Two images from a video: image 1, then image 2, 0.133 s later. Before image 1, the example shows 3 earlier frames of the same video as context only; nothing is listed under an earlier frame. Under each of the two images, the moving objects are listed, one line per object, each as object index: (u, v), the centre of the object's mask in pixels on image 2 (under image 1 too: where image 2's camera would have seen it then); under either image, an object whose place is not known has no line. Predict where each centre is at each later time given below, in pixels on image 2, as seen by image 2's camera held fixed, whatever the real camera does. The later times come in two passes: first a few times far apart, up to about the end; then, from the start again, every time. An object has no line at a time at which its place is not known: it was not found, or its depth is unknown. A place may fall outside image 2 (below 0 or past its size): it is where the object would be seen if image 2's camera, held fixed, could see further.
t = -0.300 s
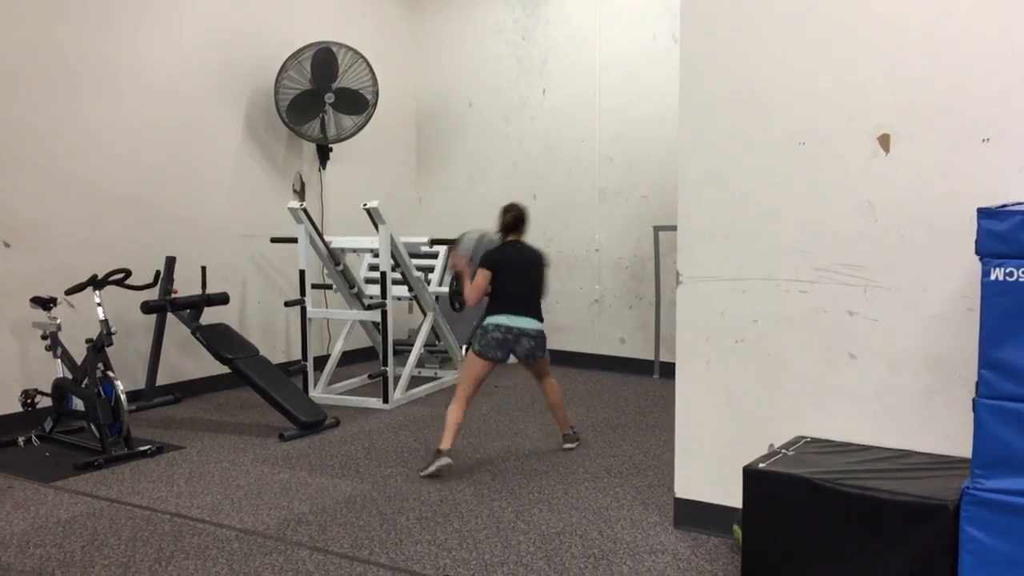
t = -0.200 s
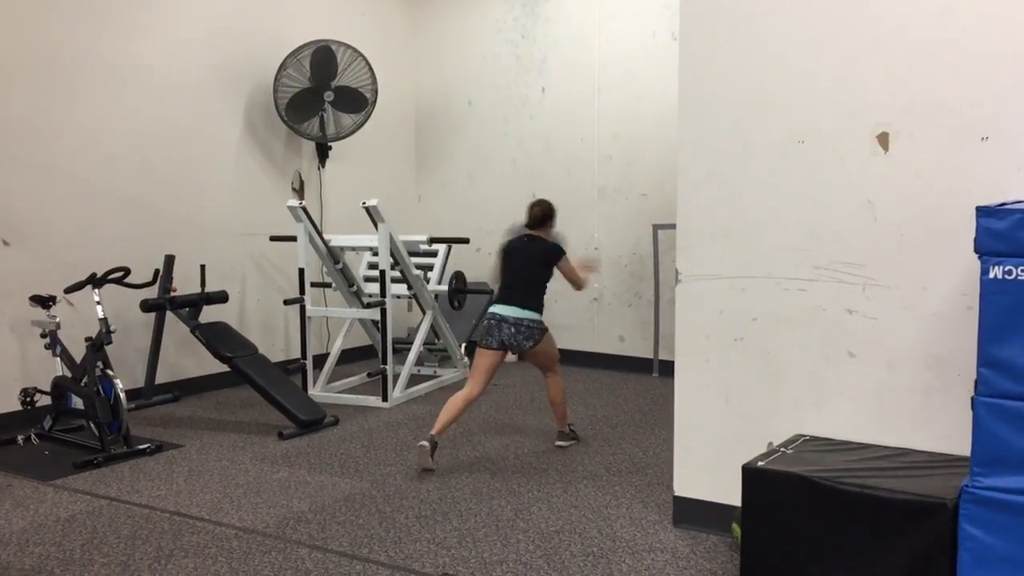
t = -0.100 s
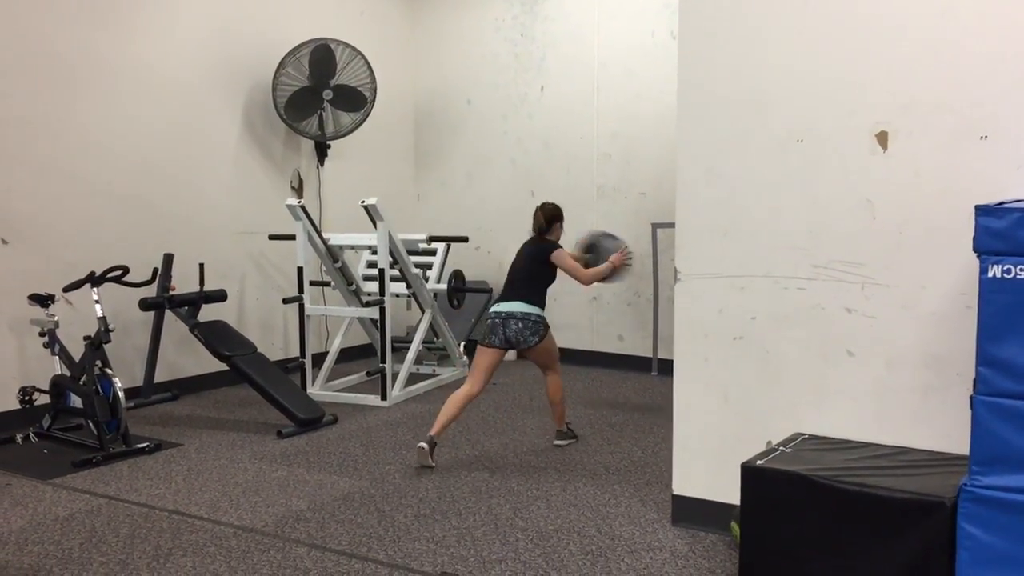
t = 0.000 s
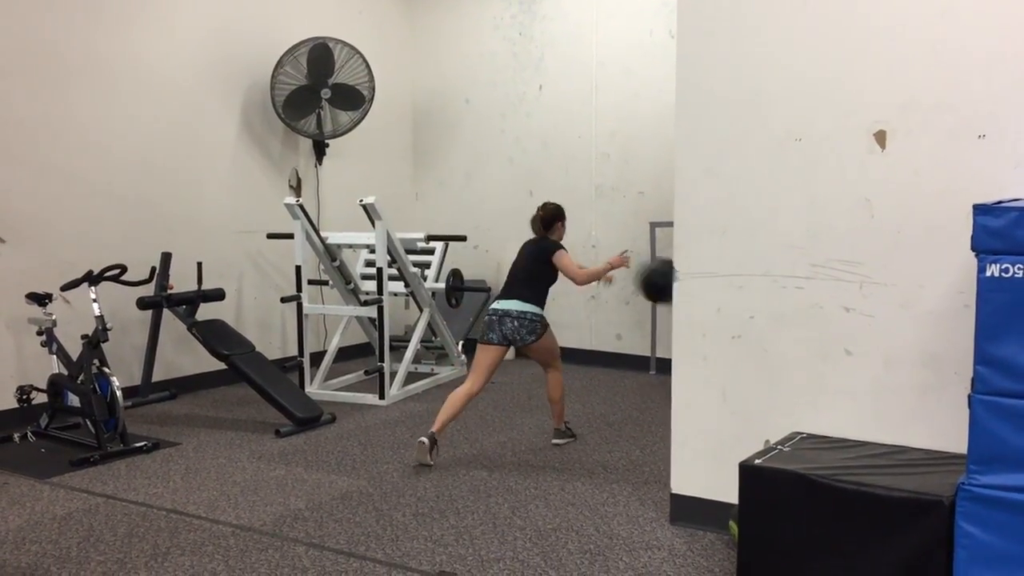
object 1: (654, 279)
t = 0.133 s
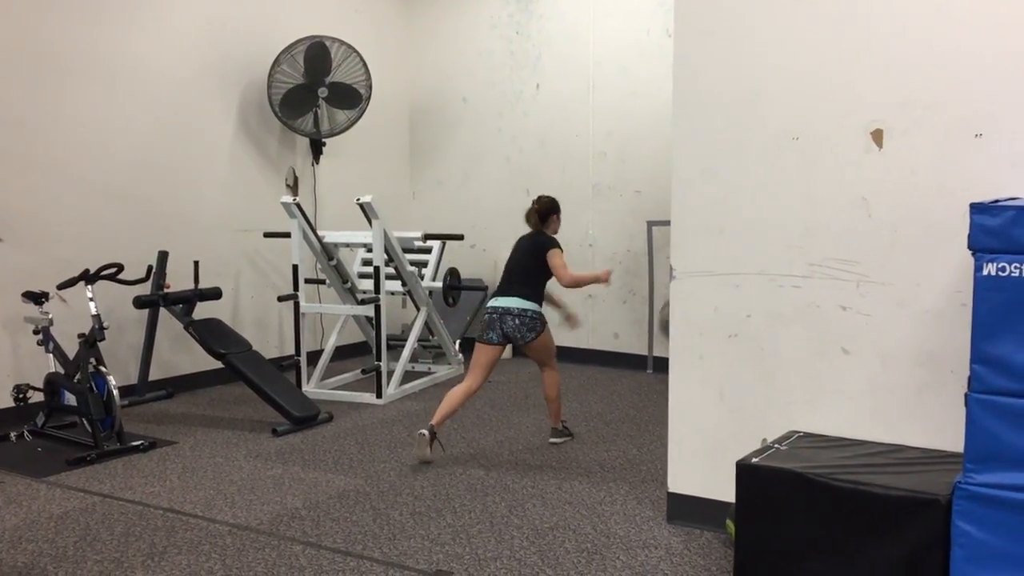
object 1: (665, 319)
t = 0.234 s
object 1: (657, 358)
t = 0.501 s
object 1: (624, 367)
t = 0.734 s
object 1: (586, 399)
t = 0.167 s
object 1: (662, 331)
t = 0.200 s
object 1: (660, 346)
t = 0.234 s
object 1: (657, 358)
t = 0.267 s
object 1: (653, 375)
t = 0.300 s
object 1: (651, 375)
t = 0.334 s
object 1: (648, 369)
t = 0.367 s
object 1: (645, 365)
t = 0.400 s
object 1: (639, 363)
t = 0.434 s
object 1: (635, 364)
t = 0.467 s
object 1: (630, 366)
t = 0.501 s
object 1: (624, 367)
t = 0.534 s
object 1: (619, 370)
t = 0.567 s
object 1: (614, 375)
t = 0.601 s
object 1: (608, 381)
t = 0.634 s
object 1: (603, 391)
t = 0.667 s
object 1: (597, 397)
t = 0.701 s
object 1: (591, 399)
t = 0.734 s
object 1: (586, 399)
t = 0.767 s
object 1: (581, 399)
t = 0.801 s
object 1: (575, 400)
